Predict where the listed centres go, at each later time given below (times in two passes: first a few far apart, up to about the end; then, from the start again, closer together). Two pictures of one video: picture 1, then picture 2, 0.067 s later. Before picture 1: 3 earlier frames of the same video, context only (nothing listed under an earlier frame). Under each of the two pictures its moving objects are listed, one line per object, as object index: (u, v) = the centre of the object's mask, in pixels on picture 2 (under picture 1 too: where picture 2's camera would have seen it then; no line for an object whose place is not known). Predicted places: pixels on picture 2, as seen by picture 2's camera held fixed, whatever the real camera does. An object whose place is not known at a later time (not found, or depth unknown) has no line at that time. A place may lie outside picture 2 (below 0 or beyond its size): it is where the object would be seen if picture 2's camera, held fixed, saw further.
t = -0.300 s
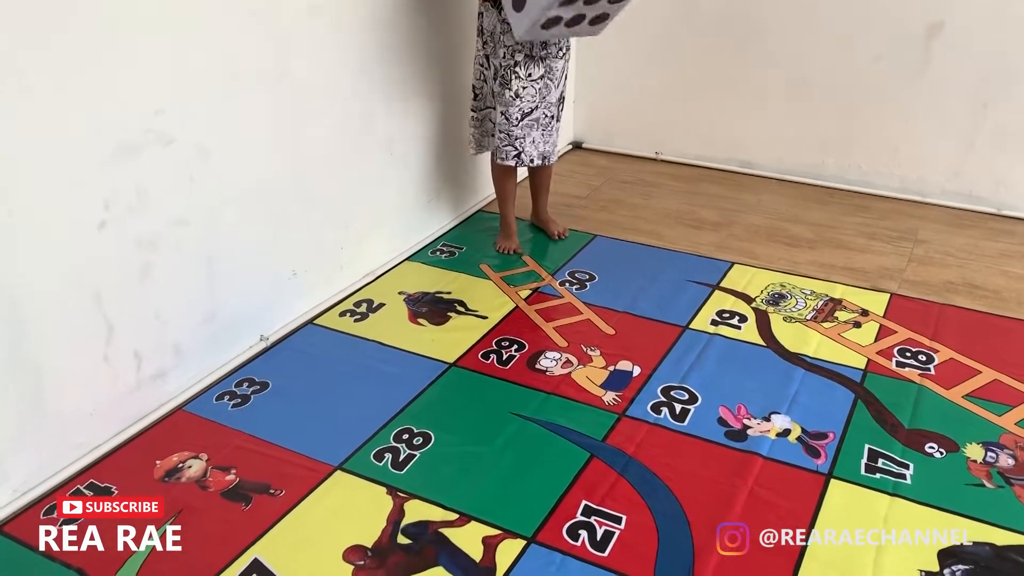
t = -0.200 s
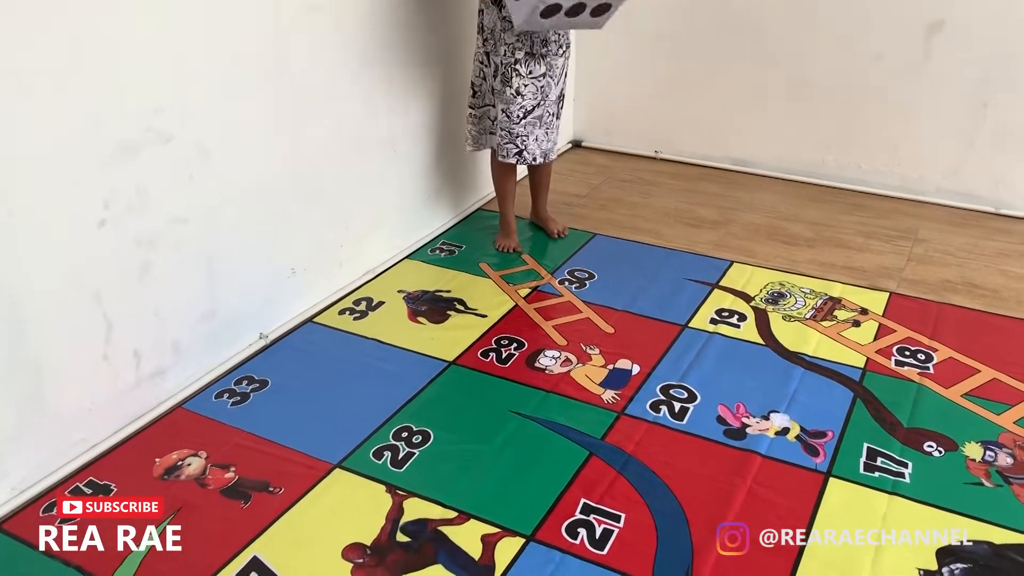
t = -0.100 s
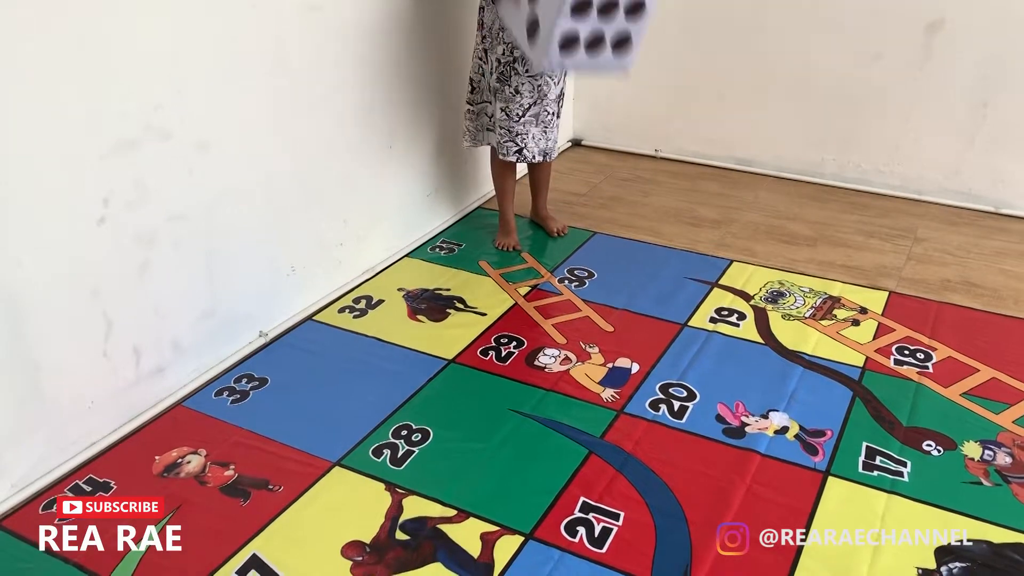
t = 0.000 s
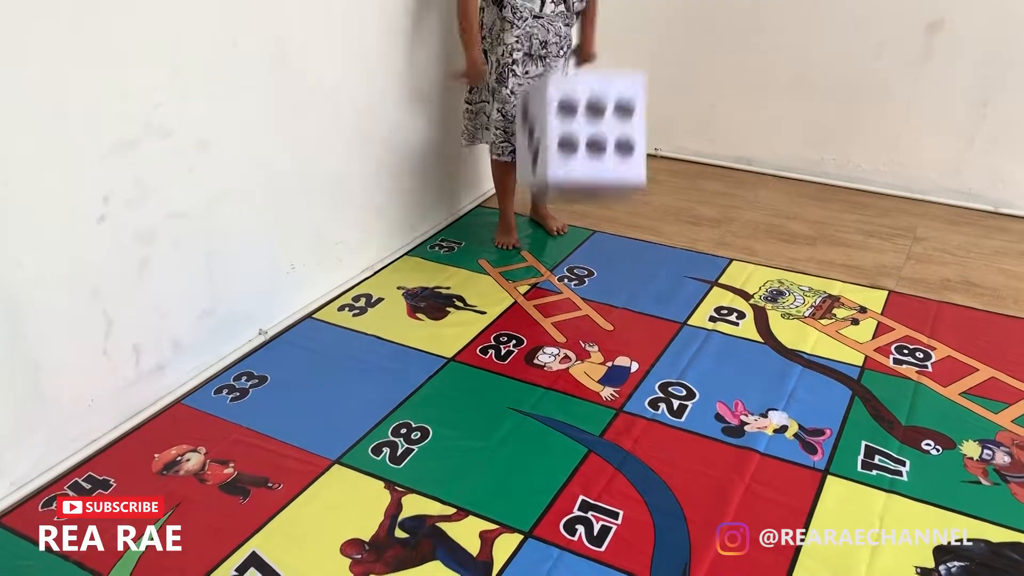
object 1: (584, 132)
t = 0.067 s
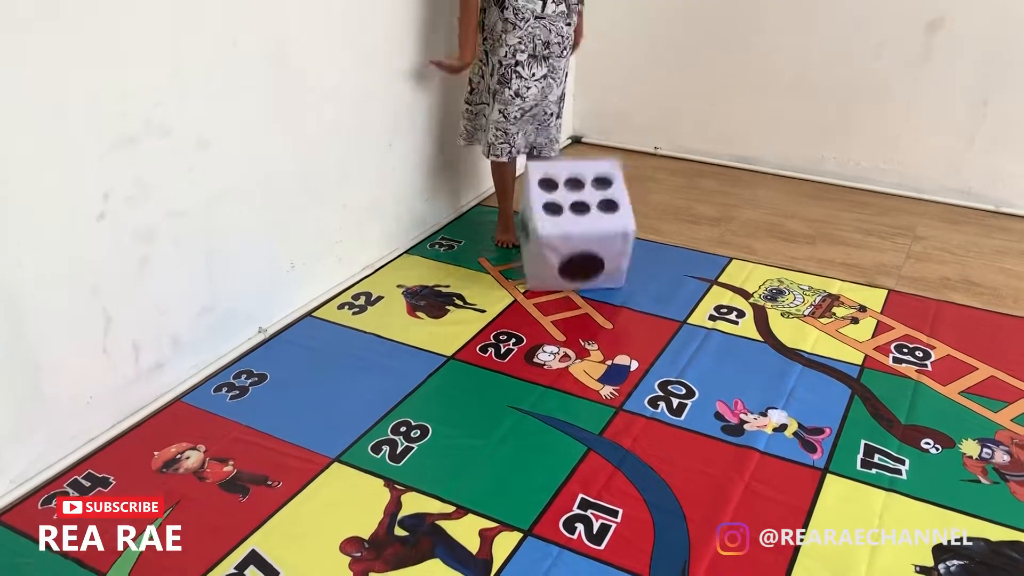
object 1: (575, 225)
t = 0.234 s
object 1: (575, 175)
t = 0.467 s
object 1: (615, 193)
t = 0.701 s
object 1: (644, 203)
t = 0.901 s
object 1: (645, 193)
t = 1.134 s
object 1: (647, 195)
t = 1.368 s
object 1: (647, 195)
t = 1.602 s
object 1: (647, 195)
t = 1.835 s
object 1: (647, 196)
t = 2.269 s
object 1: (648, 196)
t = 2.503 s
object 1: (649, 195)
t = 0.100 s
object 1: (574, 221)
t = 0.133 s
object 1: (573, 211)
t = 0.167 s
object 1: (570, 191)
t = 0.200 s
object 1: (568, 182)
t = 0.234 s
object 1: (575, 175)
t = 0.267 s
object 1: (578, 168)
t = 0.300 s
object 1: (588, 170)
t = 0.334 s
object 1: (593, 170)
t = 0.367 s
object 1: (599, 175)
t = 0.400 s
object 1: (605, 182)
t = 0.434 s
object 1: (611, 192)
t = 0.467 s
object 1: (615, 193)
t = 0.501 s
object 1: (620, 190)
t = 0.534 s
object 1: (625, 189)
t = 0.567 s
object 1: (631, 191)
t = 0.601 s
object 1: (635, 194)
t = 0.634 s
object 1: (638, 196)
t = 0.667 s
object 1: (641, 201)
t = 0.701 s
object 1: (644, 203)
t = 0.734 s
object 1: (644, 200)
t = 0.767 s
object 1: (644, 196)
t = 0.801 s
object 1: (644, 194)
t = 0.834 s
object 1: (645, 193)
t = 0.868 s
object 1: (645, 192)
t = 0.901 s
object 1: (645, 193)
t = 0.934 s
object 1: (646, 194)
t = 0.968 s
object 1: (647, 195)
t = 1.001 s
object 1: (647, 195)
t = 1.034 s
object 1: (647, 195)
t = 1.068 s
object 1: (647, 195)
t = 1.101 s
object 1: (647, 195)
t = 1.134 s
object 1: (647, 195)
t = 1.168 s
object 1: (647, 195)
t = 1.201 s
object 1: (647, 195)
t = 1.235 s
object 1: (647, 195)
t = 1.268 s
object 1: (647, 195)
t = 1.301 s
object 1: (647, 195)
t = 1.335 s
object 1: (647, 195)
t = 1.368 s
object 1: (647, 195)
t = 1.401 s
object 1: (647, 195)
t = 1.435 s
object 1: (647, 195)
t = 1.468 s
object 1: (647, 195)
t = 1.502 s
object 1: (647, 195)
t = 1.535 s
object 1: (647, 195)
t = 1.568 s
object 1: (647, 195)
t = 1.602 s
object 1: (647, 195)
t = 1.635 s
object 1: (647, 195)
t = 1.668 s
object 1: (647, 196)
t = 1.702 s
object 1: (647, 196)
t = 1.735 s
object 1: (647, 196)
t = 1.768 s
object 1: (647, 196)
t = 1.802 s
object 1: (647, 196)
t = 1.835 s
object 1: (647, 196)
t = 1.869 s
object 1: (647, 196)
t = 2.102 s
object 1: (648, 196)
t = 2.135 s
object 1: (648, 196)
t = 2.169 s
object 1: (648, 196)
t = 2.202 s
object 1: (648, 196)
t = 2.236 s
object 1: (648, 196)
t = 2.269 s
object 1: (648, 196)
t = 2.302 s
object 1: (648, 195)
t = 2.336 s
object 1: (648, 195)
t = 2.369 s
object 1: (648, 195)
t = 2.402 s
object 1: (648, 195)
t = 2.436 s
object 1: (648, 195)
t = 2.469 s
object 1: (648, 195)
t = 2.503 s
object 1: (649, 195)
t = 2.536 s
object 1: (648, 195)
